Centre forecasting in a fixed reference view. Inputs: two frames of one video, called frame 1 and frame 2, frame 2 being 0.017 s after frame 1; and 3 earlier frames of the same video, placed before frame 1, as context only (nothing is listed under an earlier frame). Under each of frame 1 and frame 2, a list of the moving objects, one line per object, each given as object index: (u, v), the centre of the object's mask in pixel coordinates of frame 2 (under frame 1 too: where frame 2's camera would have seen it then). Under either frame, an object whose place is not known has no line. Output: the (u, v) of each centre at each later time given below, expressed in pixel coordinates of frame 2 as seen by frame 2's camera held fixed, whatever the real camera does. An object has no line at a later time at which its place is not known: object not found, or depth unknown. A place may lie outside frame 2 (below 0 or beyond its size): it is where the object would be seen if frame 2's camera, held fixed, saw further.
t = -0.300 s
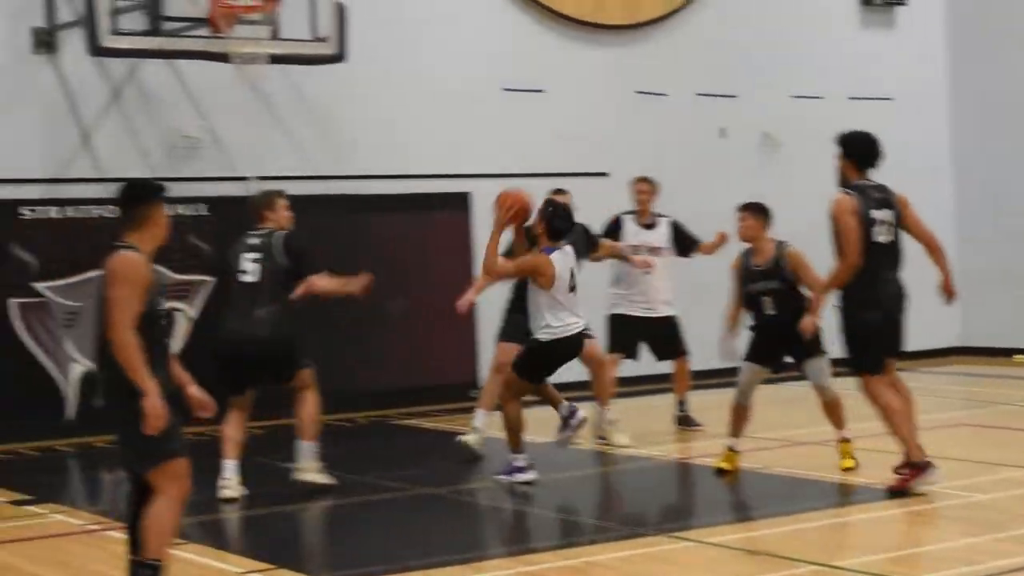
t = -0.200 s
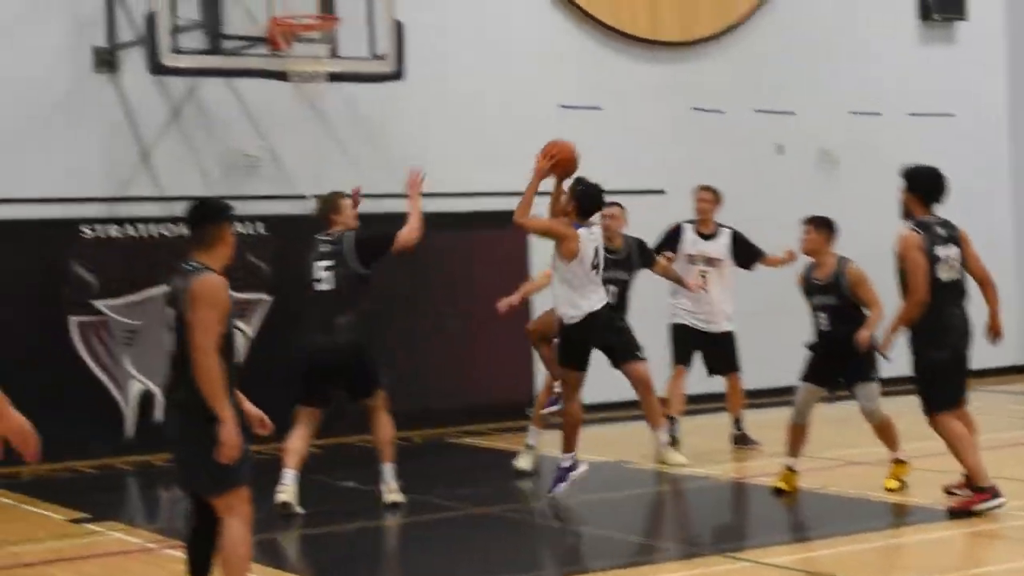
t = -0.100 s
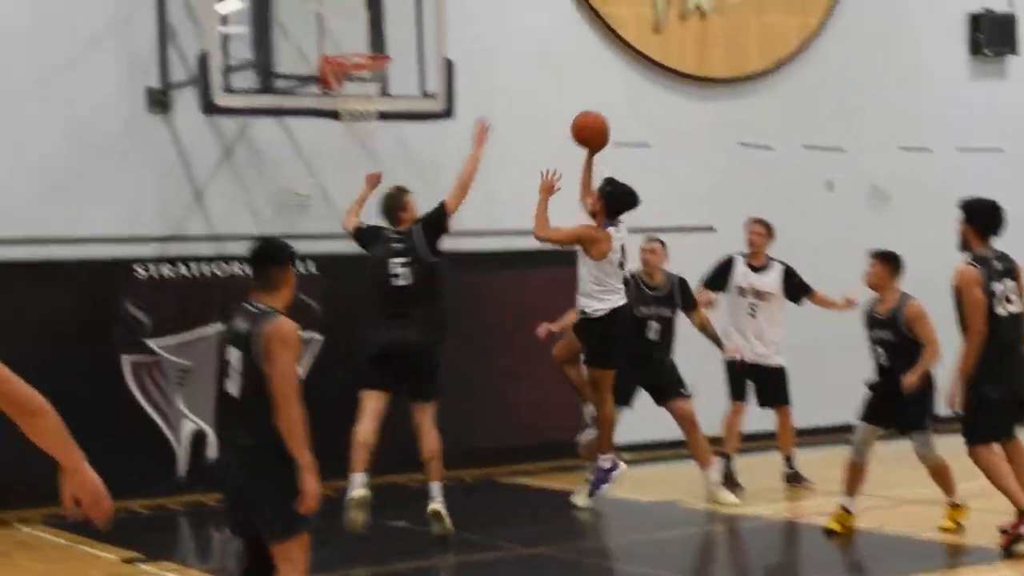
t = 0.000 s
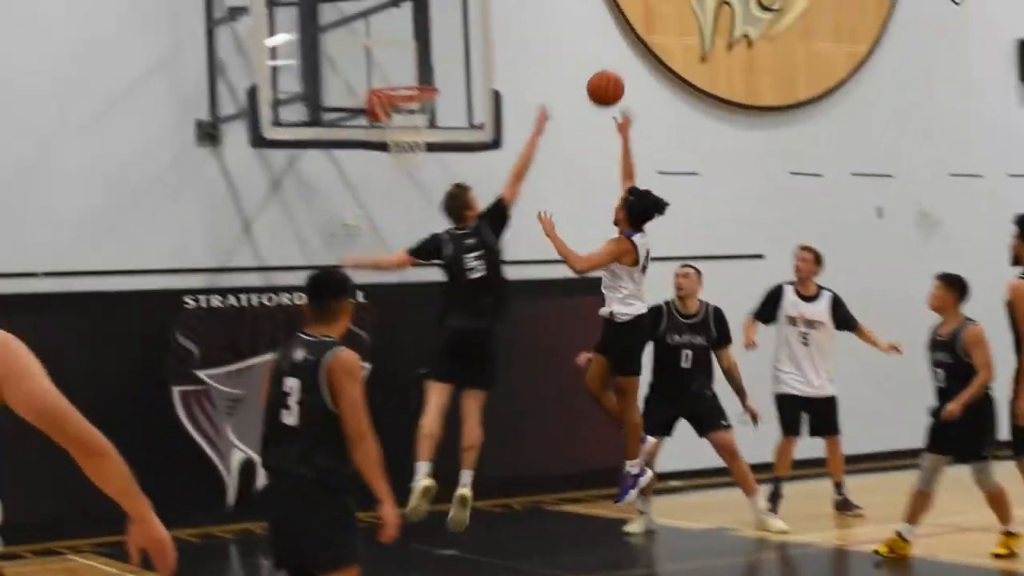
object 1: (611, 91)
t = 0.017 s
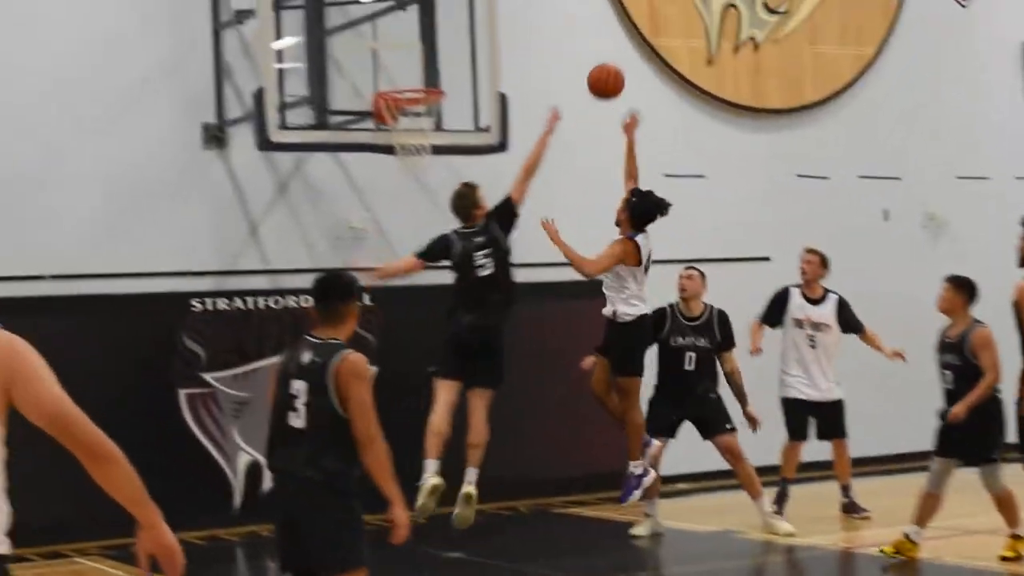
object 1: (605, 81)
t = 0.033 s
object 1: (600, 71)
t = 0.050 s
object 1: (594, 62)
